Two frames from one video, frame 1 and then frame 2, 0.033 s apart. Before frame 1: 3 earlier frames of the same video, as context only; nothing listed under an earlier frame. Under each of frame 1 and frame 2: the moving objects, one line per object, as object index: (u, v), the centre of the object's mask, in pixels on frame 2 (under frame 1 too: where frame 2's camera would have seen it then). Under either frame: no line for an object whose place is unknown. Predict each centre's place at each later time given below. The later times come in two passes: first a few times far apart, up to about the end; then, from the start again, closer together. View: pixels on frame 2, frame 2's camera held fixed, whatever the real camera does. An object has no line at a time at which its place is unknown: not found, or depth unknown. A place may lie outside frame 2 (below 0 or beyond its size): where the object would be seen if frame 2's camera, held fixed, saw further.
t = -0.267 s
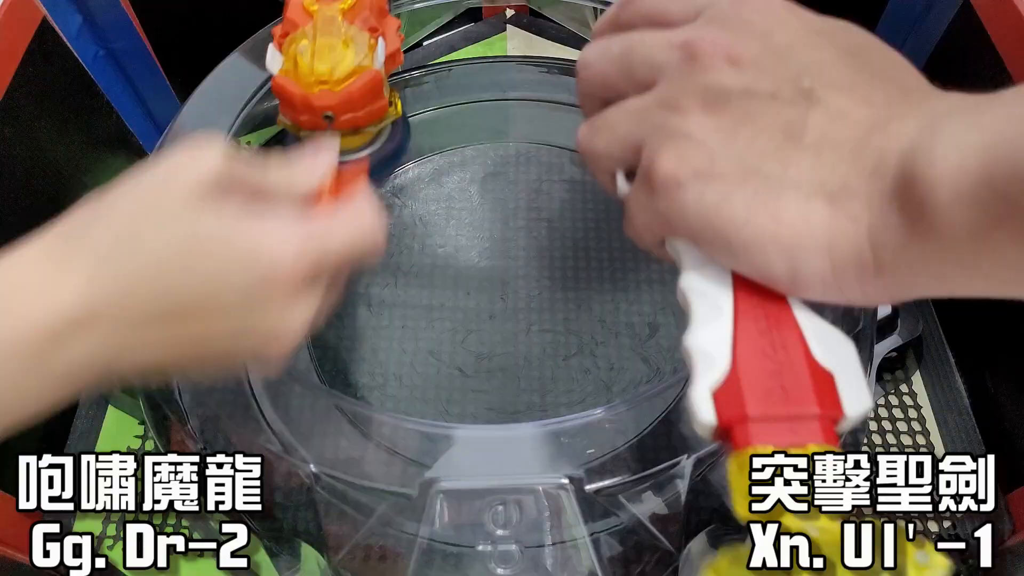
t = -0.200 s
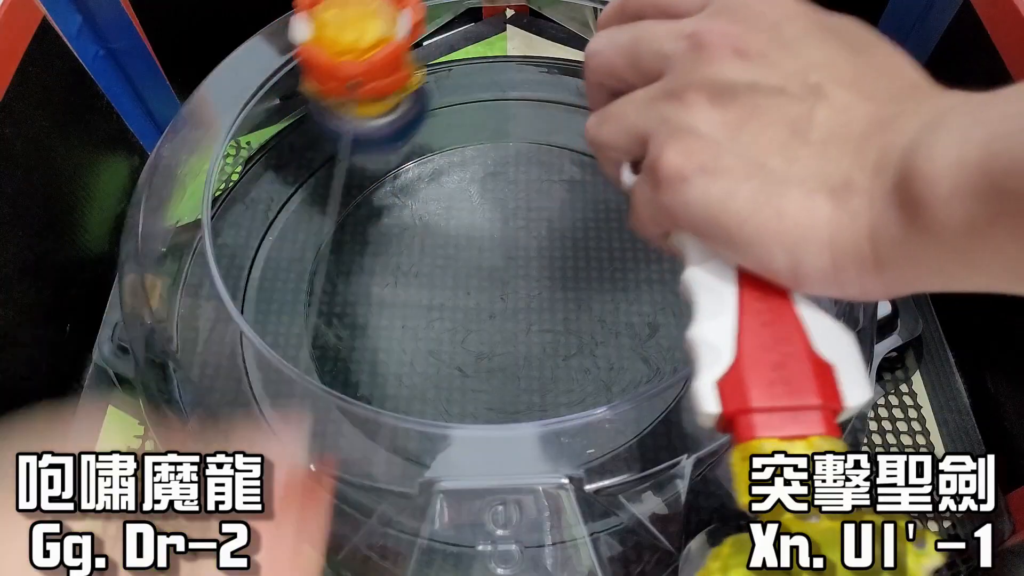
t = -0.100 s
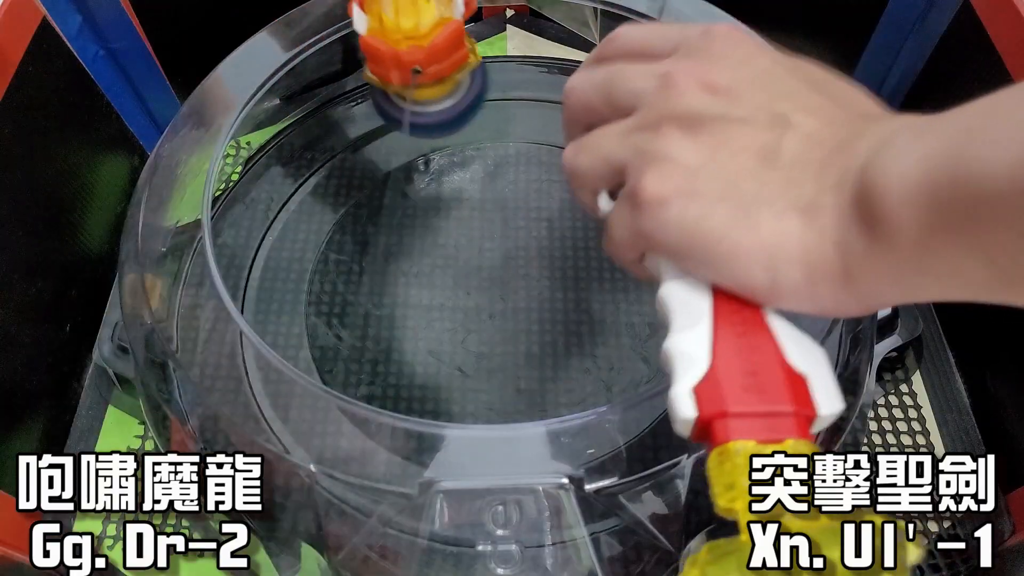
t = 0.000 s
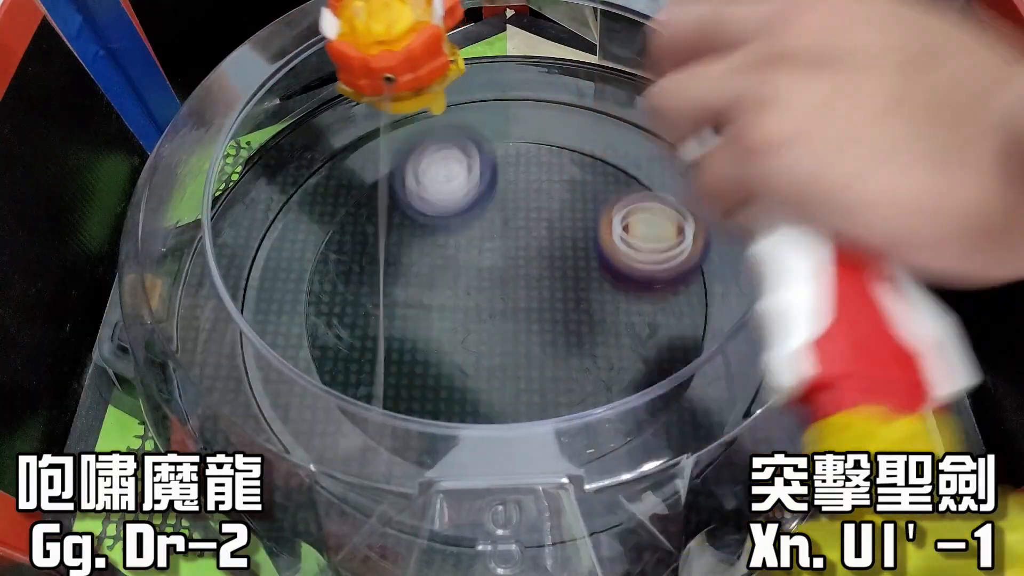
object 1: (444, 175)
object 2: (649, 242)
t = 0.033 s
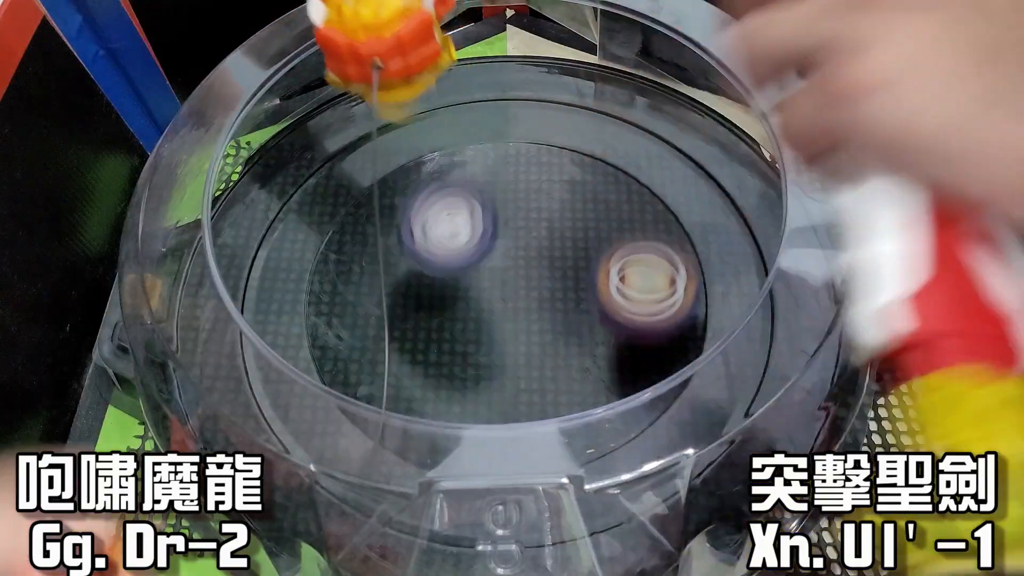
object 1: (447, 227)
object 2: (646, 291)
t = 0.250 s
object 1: (353, 199)
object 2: (744, 275)
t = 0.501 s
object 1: (303, 132)
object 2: (657, 246)
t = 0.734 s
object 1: (321, 132)
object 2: (384, 197)
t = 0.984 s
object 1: (364, 112)
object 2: (289, 422)
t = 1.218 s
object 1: (433, 112)
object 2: (439, 502)
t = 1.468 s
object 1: (499, 89)
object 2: (493, 410)
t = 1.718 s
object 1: (576, 97)
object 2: (539, 279)
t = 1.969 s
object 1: (641, 135)
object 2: (461, 159)
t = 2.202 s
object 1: (665, 230)
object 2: (344, 213)
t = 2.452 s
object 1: (483, 380)
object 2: (365, 359)
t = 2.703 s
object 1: (534, 346)
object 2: (365, 339)
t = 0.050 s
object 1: (452, 255)
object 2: (639, 304)
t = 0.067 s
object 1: (458, 261)
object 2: (625, 294)
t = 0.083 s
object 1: (471, 261)
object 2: (611, 285)
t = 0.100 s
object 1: (482, 261)
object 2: (598, 278)
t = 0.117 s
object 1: (489, 264)
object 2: (588, 276)
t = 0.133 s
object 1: (467, 265)
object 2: (611, 277)
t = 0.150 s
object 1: (447, 256)
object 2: (640, 282)
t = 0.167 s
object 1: (429, 246)
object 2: (666, 291)
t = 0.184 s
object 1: (408, 235)
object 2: (692, 298)
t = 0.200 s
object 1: (392, 229)
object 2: (709, 293)
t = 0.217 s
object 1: (378, 218)
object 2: (722, 284)
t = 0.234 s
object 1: (364, 207)
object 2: (733, 280)
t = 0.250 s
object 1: (353, 199)
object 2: (744, 275)
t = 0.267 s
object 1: (346, 193)
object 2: (752, 274)
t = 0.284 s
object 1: (339, 186)
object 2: (759, 276)
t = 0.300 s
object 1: (333, 180)
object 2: (760, 275)
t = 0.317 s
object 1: (328, 176)
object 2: (756, 273)
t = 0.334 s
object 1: (322, 169)
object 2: (753, 272)
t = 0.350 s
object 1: (318, 164)
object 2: (747, 274)
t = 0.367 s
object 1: (313, 161)
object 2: (742, 276)
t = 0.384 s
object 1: (310, 155)
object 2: (736, 272)
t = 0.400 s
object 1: (308, 150)
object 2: (730, 270)
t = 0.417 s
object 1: (308, 147)
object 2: (724, 267)
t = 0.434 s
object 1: (307, 144)
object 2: (715, 264)
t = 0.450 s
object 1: (306, 141)
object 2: (702, 259)
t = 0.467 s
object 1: (305, 138)
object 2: (688, 257)
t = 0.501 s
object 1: (303, 132)
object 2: (657, 246)
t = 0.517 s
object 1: (303, 130)
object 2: (642, 241)
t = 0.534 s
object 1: (302, 128)
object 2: (623, 234)
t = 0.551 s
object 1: (301, 126)
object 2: (606, 230)
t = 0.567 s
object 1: (301, 124)
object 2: (587, 225)
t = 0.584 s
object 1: (303, 124)
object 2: (570, 220)
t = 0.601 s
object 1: (305, 124)
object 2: (548, 214)
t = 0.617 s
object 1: (307, 124)
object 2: (527, 209)
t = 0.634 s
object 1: (309, 125)
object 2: (506, 205)
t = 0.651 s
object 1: (311, 126)
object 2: (485, 202)
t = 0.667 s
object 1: (313, 127)
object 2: (465, 199)
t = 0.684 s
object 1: (315, 128)
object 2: (444, 196)
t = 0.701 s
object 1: (317, 129)
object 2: (423, 196)
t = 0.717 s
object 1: (319, 131)
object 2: (403, 195)
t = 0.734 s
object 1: (321, 132)
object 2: (384, 197)
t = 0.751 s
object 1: (319, 127)
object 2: (371, 207)
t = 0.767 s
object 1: (316, 120)
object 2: (360, 219)
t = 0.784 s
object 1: (314, 114)
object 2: (348, 233)
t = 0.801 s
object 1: (318, 111)
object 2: (338, 250)
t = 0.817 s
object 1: (324, 112)
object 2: (329, 264)
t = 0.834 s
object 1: (331, 112)
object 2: (320, 278)
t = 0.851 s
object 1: (336, 112)
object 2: (312, 294)
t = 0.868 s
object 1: (341, 112)
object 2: (307, 310)
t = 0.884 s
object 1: (345, 112)
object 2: (307, 321)
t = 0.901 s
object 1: (349, 112)
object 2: (301, 337)
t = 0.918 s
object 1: (353, 112)
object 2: (299, 357)
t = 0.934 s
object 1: (356, 112)
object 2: (297, 373)
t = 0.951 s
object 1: (359, 112)
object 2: (294, 390)
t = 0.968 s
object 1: (362, 112)
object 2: (290, 411)
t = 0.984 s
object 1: (364, 112)
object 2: (289, 422)
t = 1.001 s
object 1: (369, 114)
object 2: (288, 433)
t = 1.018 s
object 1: (376, 118)
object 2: (293, 439)
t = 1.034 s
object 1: (382, 120)
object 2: (301, 448)
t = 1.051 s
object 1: (389, 120)
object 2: (309, 458)
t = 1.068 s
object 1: (394, 121)
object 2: (318, 466)
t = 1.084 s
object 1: (400, 121)
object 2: (328, 475)
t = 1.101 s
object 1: (405, 121)
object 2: (341, 481)
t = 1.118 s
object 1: (409, 120)
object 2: (357, 486)
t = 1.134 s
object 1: (413, 119)
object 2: (371, 489)
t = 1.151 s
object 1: (418, 118)
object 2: (387, 494)
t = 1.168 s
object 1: (422, 117)
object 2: (401, 495)
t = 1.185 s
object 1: (426, 116)
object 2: (417, 499)
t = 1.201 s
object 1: (429, 114)
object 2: (429, 501)
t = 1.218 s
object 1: (433, 112)
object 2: (439, 502)
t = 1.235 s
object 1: (436, 110)
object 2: (453, 506)
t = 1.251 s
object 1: (440, 108)
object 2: (462, 507)
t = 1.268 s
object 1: (443, 106)
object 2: (470, 508)
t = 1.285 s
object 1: (446, 103)
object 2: (478, 507)
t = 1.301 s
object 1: (450, 101)
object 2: (484, 506)
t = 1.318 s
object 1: (453, 98)
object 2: (488, 503)
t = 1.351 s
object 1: (461, 93)
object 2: (494, 496)
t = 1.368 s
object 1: (465, 90)
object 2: (497, 492)
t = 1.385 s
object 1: (470, 88)
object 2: (497, 488)
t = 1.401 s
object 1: (475, 86)
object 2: (496, 485)
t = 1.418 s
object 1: (481, 87)
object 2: (496, 484)
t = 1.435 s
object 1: (488, 87)
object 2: (493, 477)
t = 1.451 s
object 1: (494, 89)
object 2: (492, 458)
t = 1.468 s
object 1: (499, 89)
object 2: (493, 410)
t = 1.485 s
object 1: (505, 89)
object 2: (491, 407)
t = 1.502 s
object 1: (511, 89)
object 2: (492, 403)
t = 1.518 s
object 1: (516, 88)
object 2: (494, 399)
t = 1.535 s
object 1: (522, 87)
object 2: (496, 395)
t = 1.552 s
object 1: (527, 87)
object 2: (499, 390)
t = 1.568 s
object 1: (532, 86)
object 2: (502, 384)
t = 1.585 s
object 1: (538, 86)
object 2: (506, 378)
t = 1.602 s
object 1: (544, 86)
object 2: (511, 370)
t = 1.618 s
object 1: (548, 88)
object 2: (515, 360)
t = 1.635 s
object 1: (554, 90)
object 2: (520, 347)
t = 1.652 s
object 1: (559, 92)
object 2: (526, 334)
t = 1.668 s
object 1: (564, 93)
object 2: (530, 321)
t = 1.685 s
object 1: (568, 94)
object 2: (534, 307)
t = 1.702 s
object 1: (571, 96)
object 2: (537, 294)
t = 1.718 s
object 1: (576, 97)
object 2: (539, 279)
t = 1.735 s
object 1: (580, 99)
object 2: (538, 266)
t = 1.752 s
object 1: (584, 100)
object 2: (538, 253)
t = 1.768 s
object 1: (588, 101)
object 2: (535, 239)
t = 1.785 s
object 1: (592, 103)
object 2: (532, 228)
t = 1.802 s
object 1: (597, 105)
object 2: (528, 217)
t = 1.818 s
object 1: (601, 107)
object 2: (523, 208)
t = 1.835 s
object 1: (605, 109)
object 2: (518, 198)
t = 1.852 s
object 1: (610, 111)
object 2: (512, 190)
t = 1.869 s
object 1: (615, 114)
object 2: (505, 182)
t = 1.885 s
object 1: (619, 117)
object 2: (499, 176)
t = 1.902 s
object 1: (624, 120)
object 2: (492, 171)
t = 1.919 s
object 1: (628, 123)
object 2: (484, 167)
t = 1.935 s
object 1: (633, 127)
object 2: (477, 164)
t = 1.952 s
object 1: (637, 131)
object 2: (469, 161)
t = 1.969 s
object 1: (641, 135)
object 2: (461, 159)
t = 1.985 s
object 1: (644, 139)
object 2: (453, 158)
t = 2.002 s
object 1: (648, 143)
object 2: (444, 159)
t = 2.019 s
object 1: (652, 148)
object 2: (436, 160)
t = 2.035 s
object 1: (654, 153)
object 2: (427, 162)
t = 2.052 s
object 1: (657, 158)
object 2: (419, 165)
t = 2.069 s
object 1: (659, 163)
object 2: (410, 168)
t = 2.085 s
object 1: (661, 169)
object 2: (402, 172)
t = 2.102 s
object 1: (663, 175)
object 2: (392, 176)
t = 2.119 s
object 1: (665, 183)
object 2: (384, 181)
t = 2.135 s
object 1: (667, 190)
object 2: (376, 186)
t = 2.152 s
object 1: (668, 198)
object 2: (367, 192)
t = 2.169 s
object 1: (668, 209)
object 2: (359, 198)
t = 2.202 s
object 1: (665, 230)
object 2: (344, 213)
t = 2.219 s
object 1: (662, 241)
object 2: (337, 221)
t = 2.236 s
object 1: (659, 254)
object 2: (331, 229)
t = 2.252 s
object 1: (654, 267)
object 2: (326, 238)
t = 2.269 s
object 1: (649, 280)
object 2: (321, 248)
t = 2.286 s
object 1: (640, 292)
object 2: (318, 258)
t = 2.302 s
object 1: (631, 306)
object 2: (316, 269)
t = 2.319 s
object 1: (621, 319)
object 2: (315, 279)
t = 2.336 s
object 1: (609, 332)
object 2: (315, 291)
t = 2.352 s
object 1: (595, 345)
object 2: (317, 302)
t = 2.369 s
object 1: (579, 355)
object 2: (320, 314)
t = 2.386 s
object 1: (560, 364)
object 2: (326, 323)
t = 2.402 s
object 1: (543, 371)
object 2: (333, 334)
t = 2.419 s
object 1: (523, 376)
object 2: (343, 344)
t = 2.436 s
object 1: (504, 378)
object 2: (353, 352)
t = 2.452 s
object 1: (483, 380)
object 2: (365, 359)
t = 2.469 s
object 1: (477, 382)
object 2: (364, 362)
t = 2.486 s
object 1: (478, 382)
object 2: (356, 366)
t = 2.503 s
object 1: (480, 382)
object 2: (351, 370)
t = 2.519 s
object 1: (481, 382)
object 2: (347, 369)
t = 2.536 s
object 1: (483, 381)
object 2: (346, 369)
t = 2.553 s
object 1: (484, 380)
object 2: (346, 368)
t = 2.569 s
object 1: (485, 379)
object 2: (349, 367)
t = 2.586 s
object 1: (486, 377)
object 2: (356, 360)
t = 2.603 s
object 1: (487, 373)
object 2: (361, 359)
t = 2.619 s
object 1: (488, 369)
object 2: (367, 359)
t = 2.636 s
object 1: (488, 364)
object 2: (374, 358)
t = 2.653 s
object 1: (491, 360)
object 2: (379, 357)
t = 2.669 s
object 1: (506, 356)
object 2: (373, 351)
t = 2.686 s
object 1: (520, 351)
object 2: (369, 345)
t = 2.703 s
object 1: (534, 346)
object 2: (365, 339)
